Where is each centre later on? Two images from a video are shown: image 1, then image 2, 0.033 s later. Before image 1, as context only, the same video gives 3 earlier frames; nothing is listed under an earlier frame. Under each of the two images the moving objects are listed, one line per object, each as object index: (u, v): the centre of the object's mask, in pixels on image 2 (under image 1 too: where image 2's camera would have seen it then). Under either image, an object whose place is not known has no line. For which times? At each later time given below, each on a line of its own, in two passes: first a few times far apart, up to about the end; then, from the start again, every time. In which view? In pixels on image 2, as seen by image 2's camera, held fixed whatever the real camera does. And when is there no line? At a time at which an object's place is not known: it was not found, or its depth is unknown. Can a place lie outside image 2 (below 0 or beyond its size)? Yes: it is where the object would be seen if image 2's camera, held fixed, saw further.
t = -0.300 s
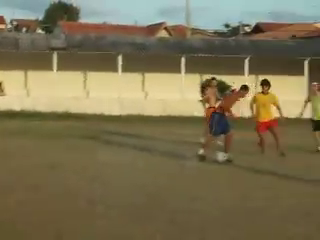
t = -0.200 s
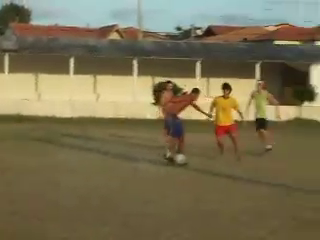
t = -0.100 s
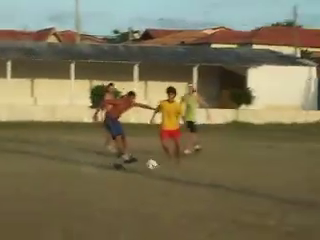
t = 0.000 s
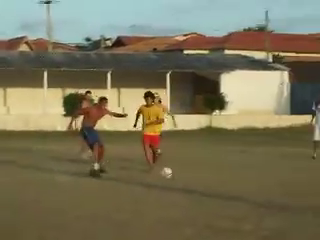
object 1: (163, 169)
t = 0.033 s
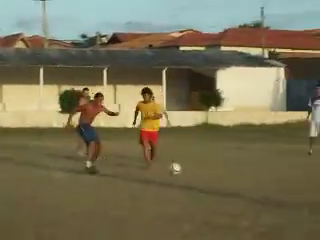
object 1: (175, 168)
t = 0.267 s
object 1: (259, 174)
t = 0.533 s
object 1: (340, 173)
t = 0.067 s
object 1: (187, 168)
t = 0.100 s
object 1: (199, 168)
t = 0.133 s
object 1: (211, 169)
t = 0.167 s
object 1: (224, 171)
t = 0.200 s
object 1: (237, 173)
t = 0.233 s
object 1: (249, 174)
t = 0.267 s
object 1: (259, 174)
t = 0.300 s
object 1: (271, 174)
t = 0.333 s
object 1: (283, 174)
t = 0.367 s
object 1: (293, 175)
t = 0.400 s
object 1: (304, 175)
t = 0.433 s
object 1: (314, 176)
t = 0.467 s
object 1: (323, 175)
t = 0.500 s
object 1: (332, 172)
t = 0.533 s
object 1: (340, 173)
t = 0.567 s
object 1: (349, 172)
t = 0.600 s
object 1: (358, 173)
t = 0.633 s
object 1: (365, 175)
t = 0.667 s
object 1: (374, 177)
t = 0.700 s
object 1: (384, 180)
